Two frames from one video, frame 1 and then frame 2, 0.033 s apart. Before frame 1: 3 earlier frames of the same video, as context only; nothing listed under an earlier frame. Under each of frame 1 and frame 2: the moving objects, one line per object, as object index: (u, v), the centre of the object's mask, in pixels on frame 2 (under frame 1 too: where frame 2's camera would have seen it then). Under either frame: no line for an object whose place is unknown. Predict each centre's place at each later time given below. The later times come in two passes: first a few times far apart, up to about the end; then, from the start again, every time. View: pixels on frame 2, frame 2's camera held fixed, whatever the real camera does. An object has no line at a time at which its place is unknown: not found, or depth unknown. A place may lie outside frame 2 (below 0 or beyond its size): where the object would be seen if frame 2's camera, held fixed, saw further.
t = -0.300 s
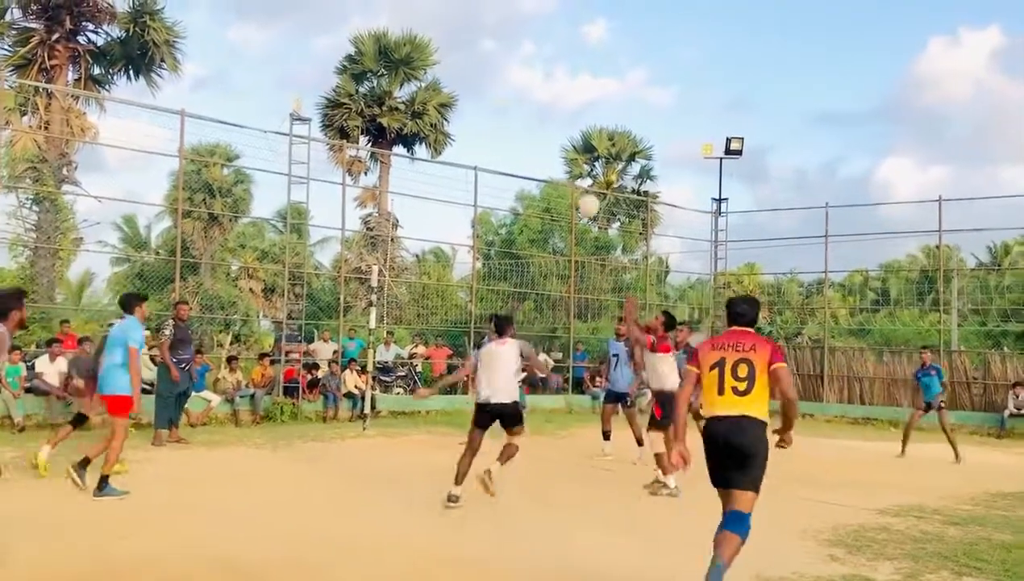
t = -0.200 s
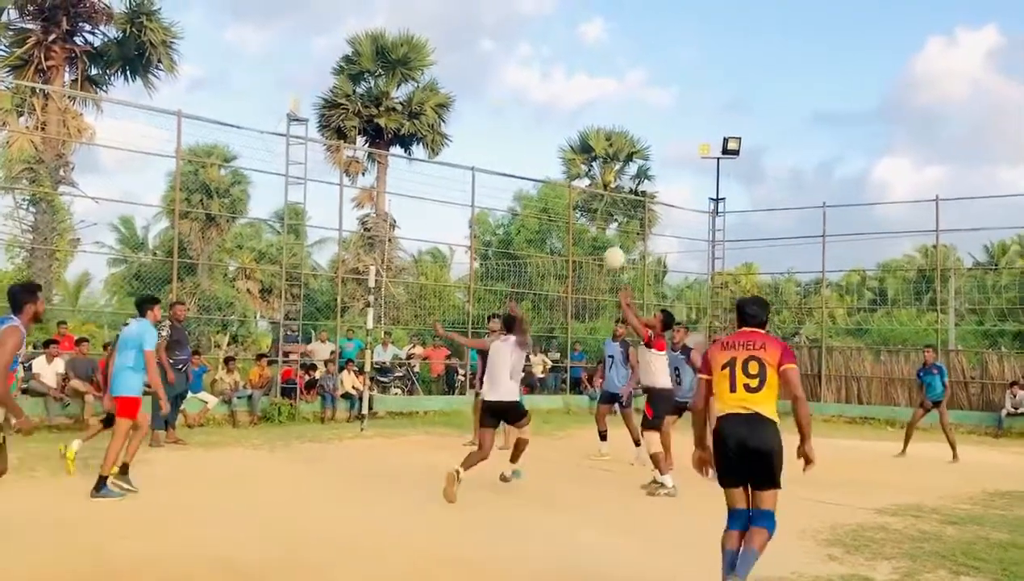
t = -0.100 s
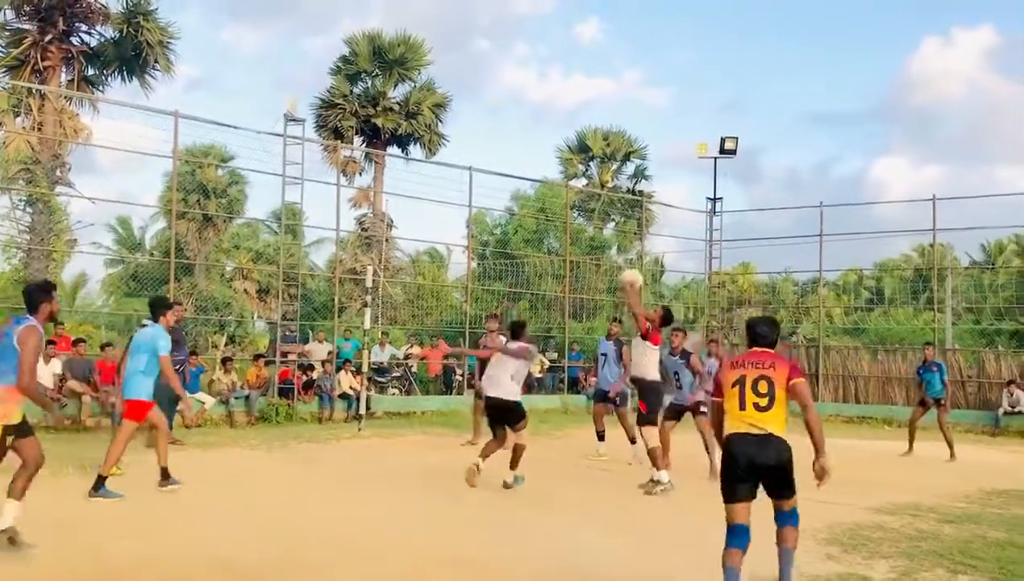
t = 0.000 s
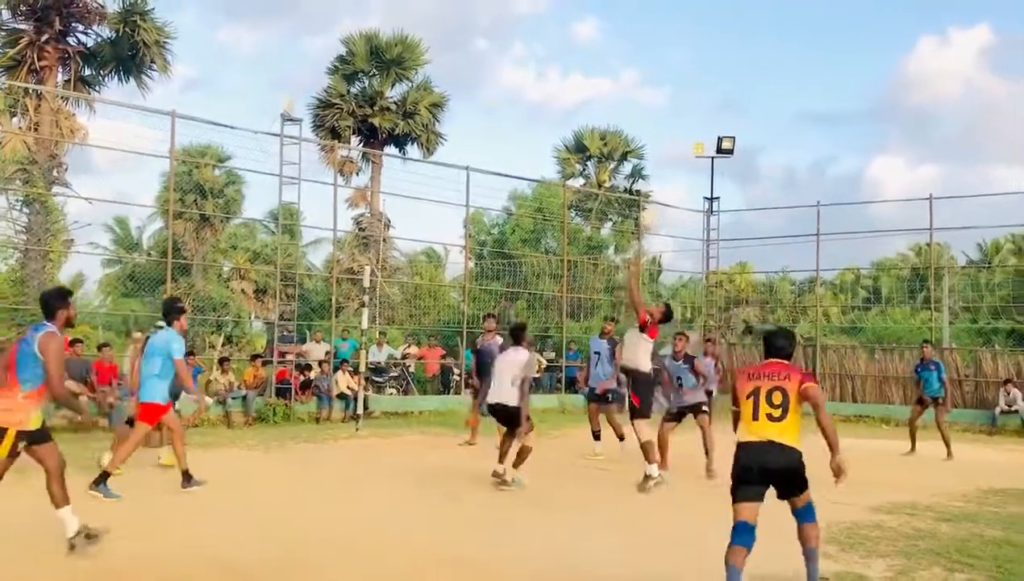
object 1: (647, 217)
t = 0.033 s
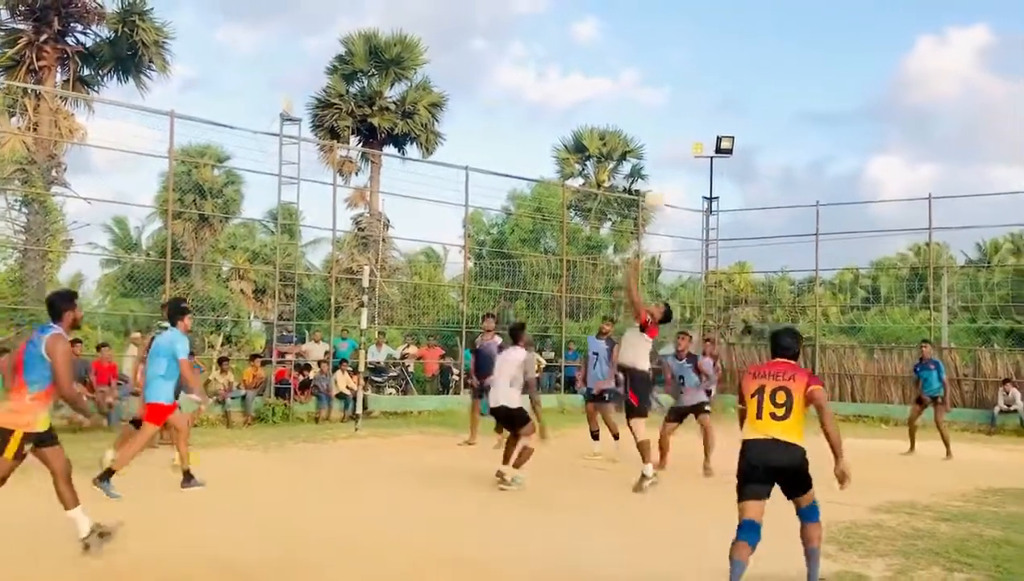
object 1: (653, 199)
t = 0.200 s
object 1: (688, 124)
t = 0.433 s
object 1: (737, 56)
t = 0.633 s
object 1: (778, 44)
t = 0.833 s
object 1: (821, 77)
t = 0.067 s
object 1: (660, 186)
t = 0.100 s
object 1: (668, 167)
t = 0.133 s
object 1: (676, 152)
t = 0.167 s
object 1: (681, 138)
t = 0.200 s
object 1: (688, 124)
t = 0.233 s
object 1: (693, 112)
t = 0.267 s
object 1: (703, 99)
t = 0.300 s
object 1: (710, 88)
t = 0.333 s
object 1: (717, 79)
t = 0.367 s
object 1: (723, 70)
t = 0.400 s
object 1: (730, 62)
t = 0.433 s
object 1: (737, 56)
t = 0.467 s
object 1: (744, 51)
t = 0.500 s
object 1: (751, 47)
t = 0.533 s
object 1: (758, 45)
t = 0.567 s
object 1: (765, 43)
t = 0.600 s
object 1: (772, 43)
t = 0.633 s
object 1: (778, 44)
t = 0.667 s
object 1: (786, 46)
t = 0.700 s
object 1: (793, 50)
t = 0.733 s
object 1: (800, 55)
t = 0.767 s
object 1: (807, 61)
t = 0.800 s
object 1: (814, 69)
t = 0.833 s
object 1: (821, 77)
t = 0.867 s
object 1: (829, 87)
